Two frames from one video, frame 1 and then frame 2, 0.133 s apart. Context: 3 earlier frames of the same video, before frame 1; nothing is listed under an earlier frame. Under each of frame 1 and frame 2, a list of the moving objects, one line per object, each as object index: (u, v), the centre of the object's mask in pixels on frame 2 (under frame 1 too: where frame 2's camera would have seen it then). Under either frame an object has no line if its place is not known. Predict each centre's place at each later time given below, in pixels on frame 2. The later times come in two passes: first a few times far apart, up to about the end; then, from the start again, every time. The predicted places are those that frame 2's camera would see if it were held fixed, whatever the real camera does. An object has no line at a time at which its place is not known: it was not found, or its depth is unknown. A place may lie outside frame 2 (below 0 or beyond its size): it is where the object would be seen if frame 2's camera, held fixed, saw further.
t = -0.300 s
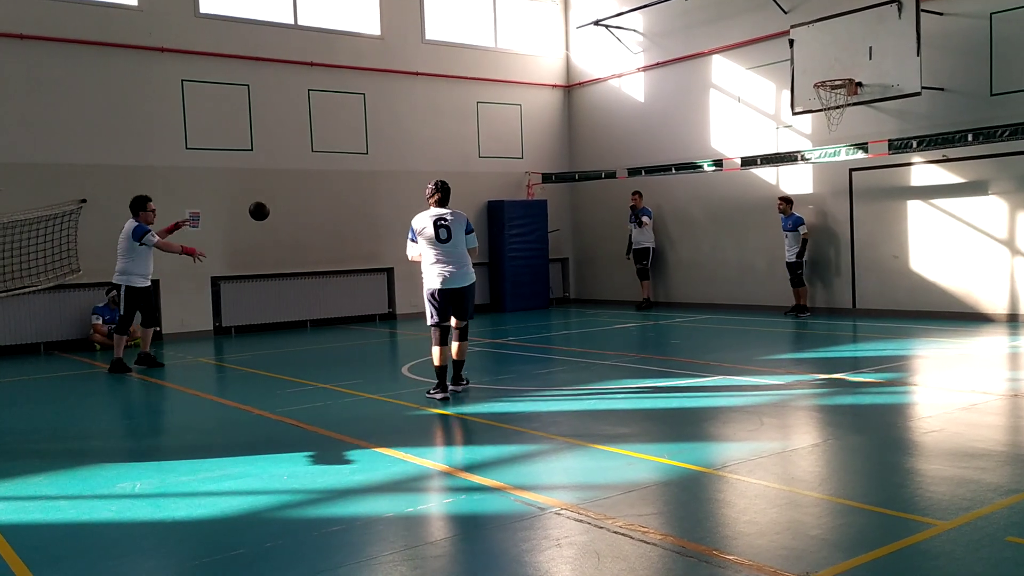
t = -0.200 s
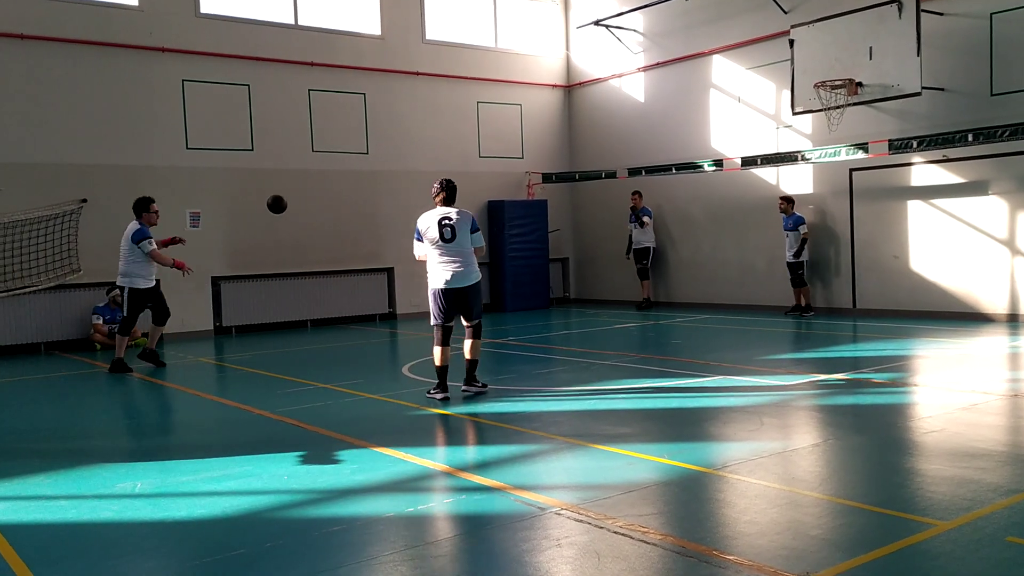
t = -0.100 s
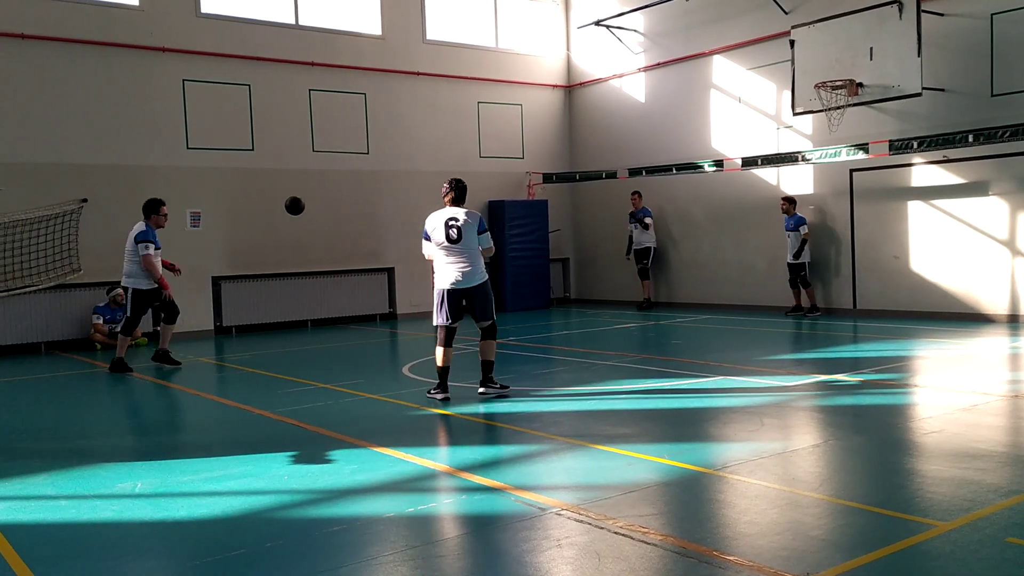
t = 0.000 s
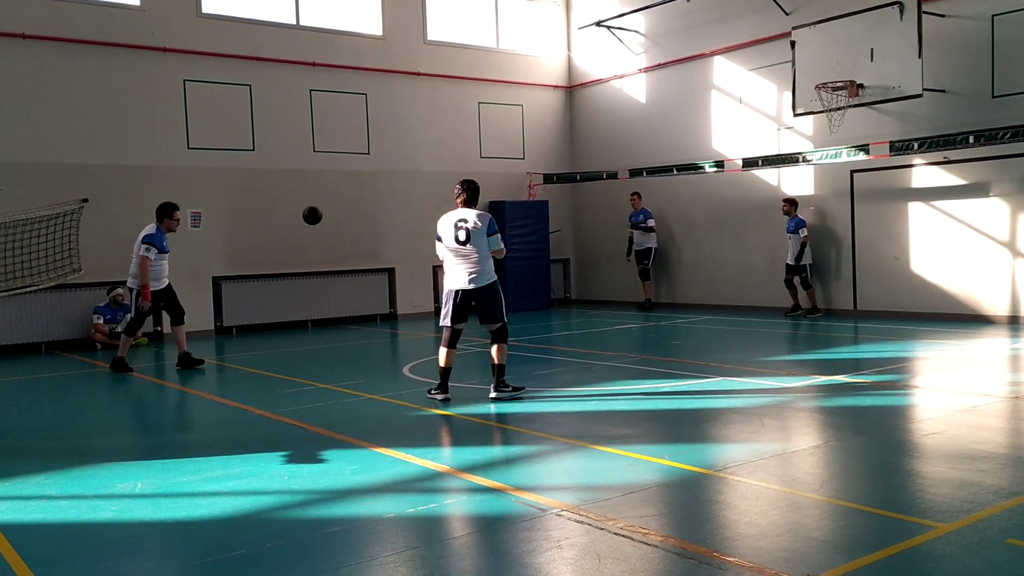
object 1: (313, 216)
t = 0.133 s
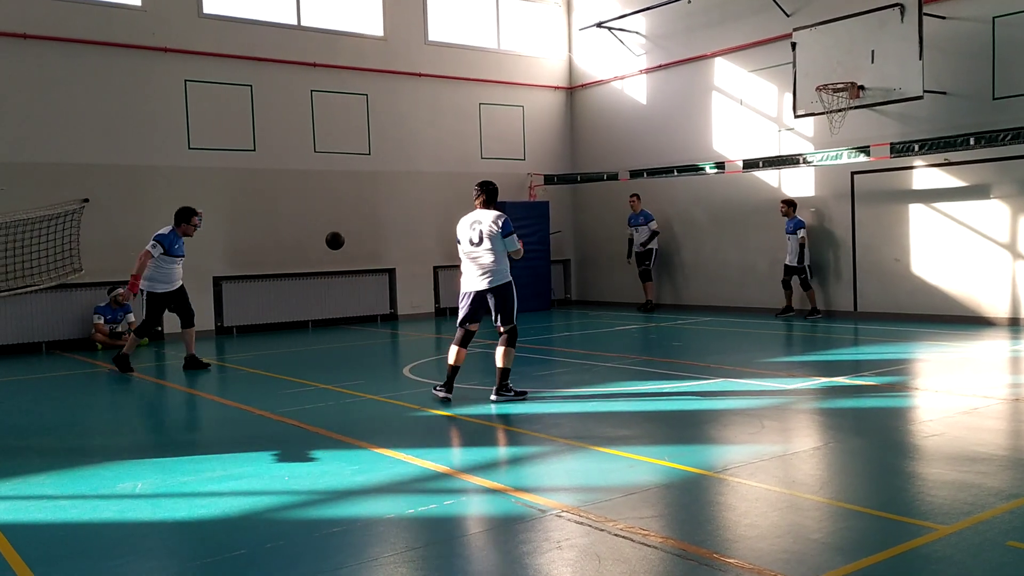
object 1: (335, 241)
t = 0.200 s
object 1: (345, 258)
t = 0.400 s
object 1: (376, 326)
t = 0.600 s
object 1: (387, 287)
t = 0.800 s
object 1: (397, 253)
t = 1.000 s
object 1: (407, 249)
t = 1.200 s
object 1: (418, 275)
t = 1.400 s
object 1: (429, 328)
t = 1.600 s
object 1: (435, 291)
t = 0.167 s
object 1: (340, 249)
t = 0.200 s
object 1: (345, 258)
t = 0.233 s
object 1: (350, 267)
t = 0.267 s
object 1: (356, 278)
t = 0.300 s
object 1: (361, 289)
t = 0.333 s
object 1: (366, 301)
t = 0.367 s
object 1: (371, 313)
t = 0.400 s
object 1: (376, 326)
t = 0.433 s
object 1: (380, 339)
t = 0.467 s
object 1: (382, 327)
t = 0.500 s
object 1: (383, 316)
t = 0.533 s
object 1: (385, 306)
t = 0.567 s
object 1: (386, 296)
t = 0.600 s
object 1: (387, 287)
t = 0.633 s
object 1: (389, 279)
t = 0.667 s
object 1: (391, 272)
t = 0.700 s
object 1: (392, 266)
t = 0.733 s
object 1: (394, 261)
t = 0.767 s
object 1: (395, 257)
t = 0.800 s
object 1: (397, 253)
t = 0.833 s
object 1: (398, 250)
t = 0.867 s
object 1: (400, 248)
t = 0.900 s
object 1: (402, 247)
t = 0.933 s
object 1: (404, 247)
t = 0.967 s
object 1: (405, 248)
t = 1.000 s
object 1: (407, 249)
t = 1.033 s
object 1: (409, 251)
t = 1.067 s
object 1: (410, 254)
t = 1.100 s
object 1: (412, 258)
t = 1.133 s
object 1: (414, 263)
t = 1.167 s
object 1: (416, 268)
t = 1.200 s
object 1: (418, 275)
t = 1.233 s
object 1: (419, 281)
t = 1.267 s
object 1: (421, 289)
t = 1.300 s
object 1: (423, 298)
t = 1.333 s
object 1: (425, 307)
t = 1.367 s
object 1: (427, 317)
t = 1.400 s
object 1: (429, 328)
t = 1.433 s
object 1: (430, 330)
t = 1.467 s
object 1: (431, 321)
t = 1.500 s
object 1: (432, 312)
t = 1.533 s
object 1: (433, 304)
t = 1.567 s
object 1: (434, 297)
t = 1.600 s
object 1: (435, 291)
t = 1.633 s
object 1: (436, 285)
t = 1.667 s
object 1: (437, 281)
